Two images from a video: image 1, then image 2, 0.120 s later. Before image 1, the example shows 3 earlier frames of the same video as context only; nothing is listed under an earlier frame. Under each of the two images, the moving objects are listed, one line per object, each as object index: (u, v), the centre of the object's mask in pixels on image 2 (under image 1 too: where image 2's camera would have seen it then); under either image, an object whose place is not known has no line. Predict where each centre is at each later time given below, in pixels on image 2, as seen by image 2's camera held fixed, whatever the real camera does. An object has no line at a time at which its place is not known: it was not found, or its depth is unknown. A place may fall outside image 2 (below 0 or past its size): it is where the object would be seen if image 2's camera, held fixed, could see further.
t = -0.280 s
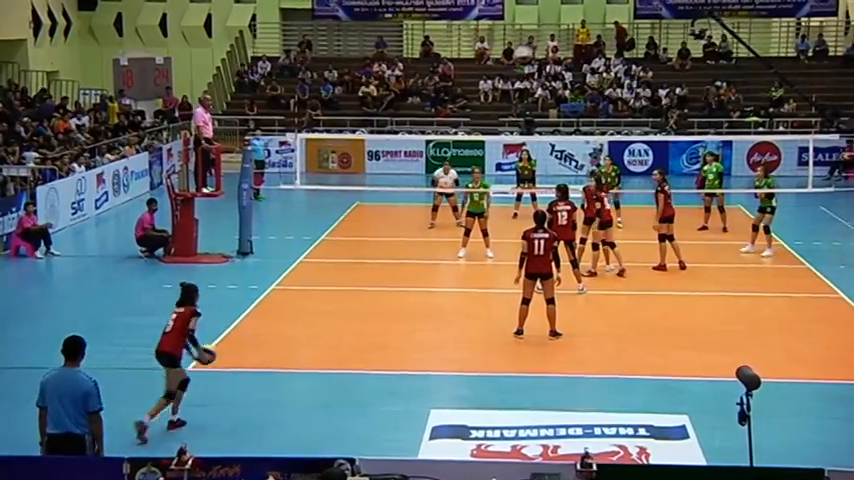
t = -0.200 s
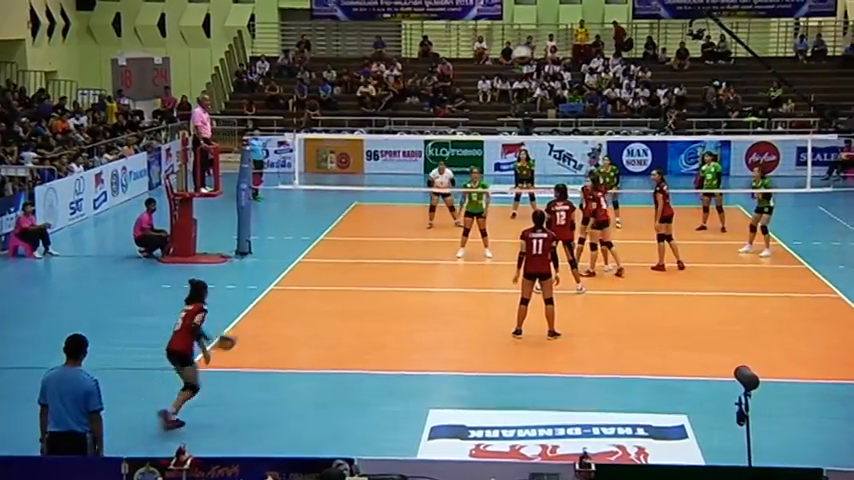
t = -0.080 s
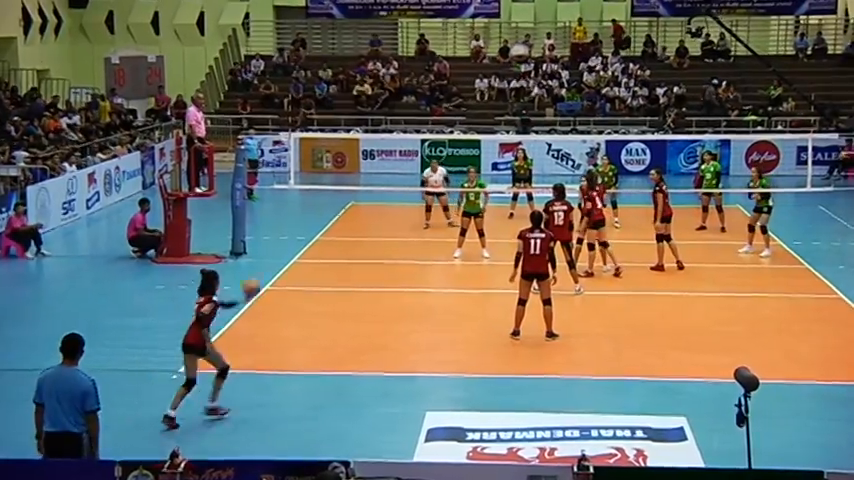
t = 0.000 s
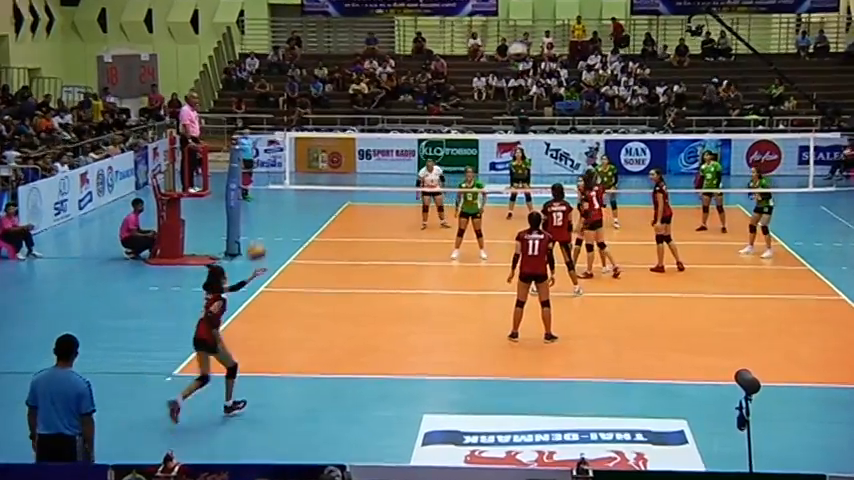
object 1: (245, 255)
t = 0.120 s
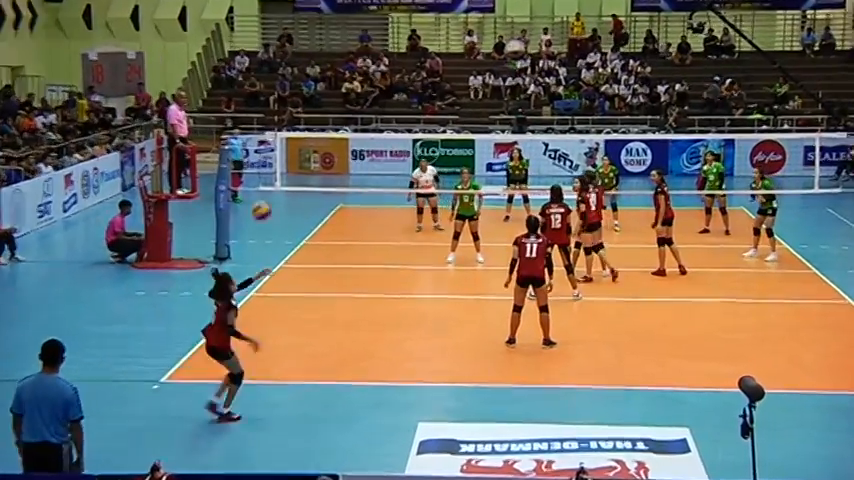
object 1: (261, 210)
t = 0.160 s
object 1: (266, 199)
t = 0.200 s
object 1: (271, 190)
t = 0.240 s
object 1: (277, 182)
